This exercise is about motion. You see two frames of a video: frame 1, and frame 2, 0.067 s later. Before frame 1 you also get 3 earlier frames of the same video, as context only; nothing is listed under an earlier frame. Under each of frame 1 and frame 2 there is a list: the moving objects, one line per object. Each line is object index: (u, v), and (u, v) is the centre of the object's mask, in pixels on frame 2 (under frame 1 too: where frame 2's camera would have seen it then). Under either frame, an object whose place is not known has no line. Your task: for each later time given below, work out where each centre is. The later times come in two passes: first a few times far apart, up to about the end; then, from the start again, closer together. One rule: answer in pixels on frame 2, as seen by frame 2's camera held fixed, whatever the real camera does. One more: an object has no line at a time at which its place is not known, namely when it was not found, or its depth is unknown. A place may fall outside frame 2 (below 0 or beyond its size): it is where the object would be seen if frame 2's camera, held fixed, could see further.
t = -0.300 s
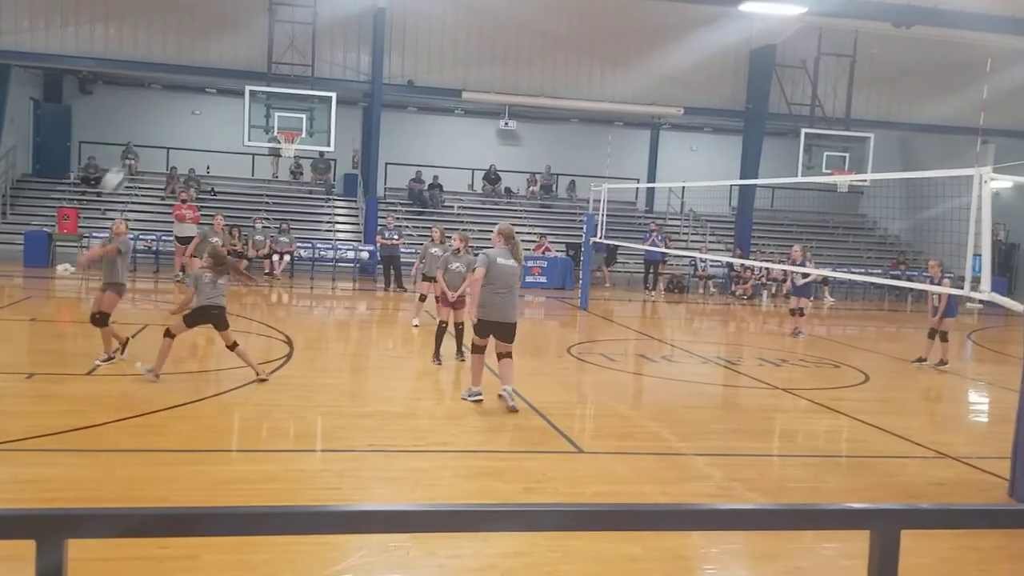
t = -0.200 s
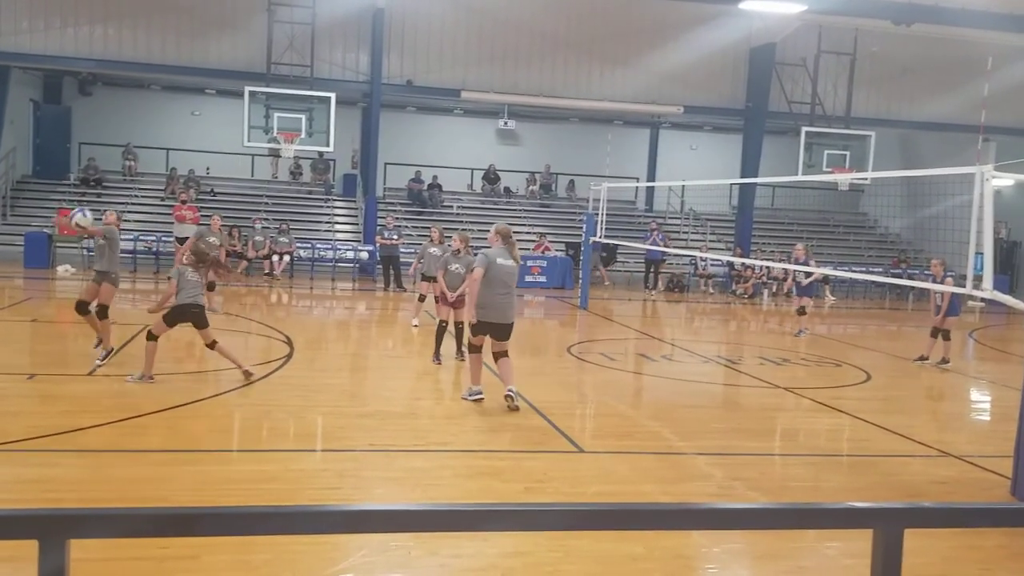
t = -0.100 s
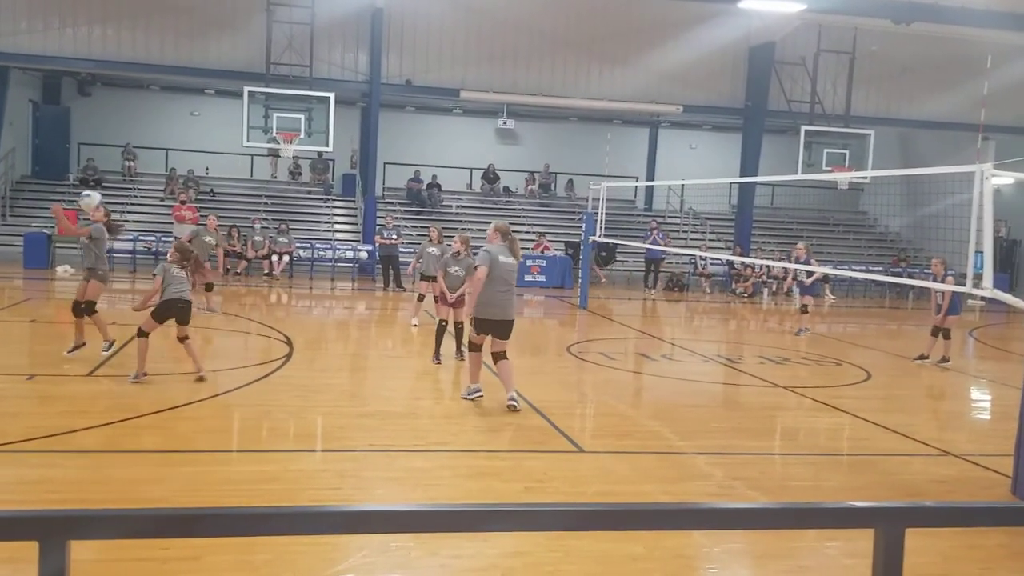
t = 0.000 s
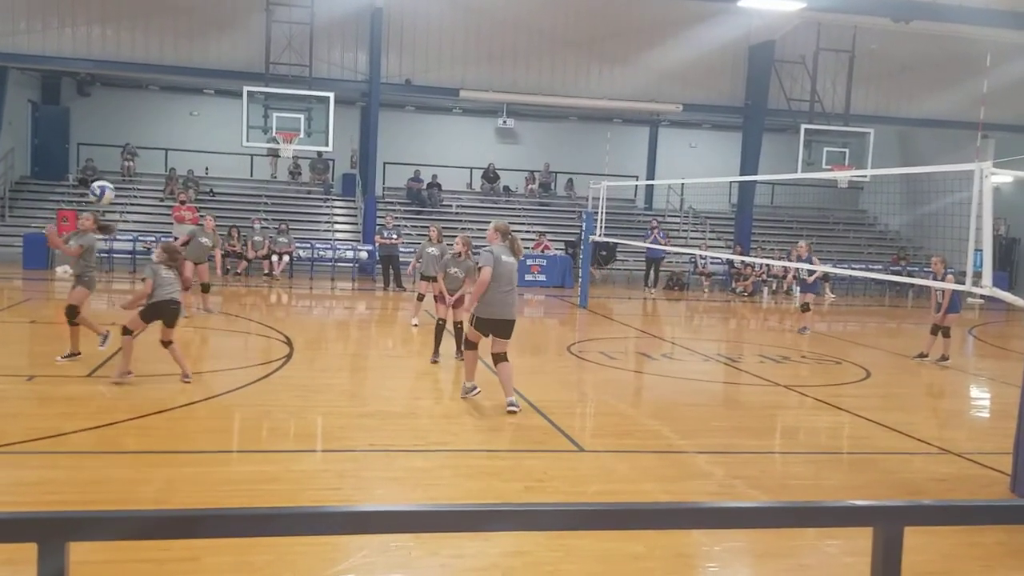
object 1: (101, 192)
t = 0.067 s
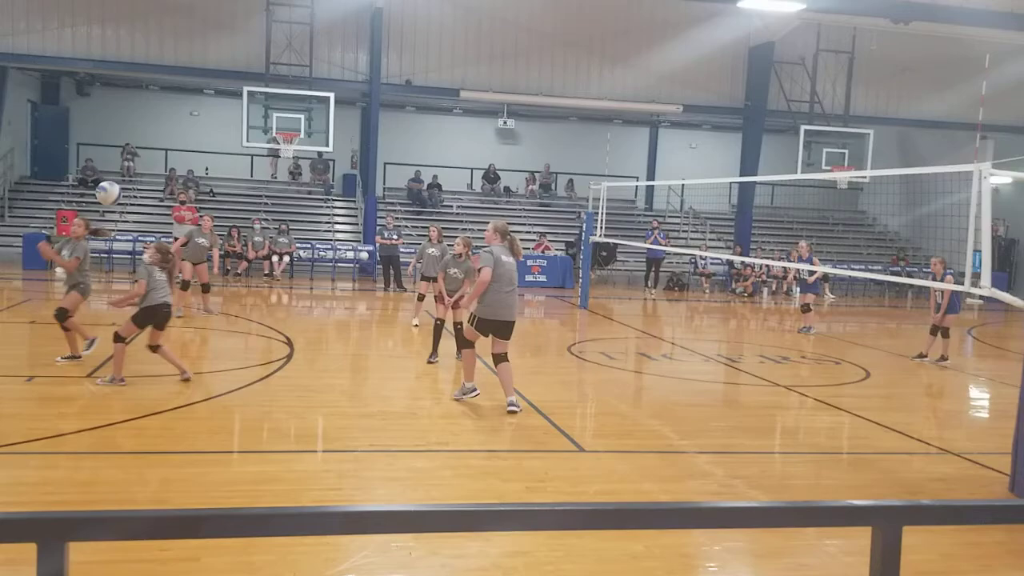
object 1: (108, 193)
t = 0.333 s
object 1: (142, 249)
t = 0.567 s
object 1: (167, 392)
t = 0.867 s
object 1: (240, 336)
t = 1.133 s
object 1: (324, 325)
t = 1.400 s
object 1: (425, 463)
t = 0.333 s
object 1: (142, 249)
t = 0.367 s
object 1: (143, 264)
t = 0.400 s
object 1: (148, 279)
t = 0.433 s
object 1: (152, 295)
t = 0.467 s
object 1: (156, 318)
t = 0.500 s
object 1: (159, 341)
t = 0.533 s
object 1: (165, 364)
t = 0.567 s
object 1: (167, 392)
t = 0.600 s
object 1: (170, 423)
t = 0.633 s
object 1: (179, 428)
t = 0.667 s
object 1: (184, 411)
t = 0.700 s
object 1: (196, 395)
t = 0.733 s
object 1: (206, 380)
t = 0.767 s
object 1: (213, 368)
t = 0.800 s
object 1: (220, 356)
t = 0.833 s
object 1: (230, 346)
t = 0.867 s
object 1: (240, 336)
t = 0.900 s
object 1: (250, 328)
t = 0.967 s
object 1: (270, 318)
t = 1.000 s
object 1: (281, 316)
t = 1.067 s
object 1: (302, 318)
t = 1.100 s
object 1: (313, 320)
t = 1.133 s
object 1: (324, 325)
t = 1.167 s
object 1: (336, 332)
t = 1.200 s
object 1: (348, 342)
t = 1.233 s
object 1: (360, 356)
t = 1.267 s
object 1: (371, 371)
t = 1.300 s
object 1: (386, 388)
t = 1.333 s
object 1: (397, 409)
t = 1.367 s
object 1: (410, 435)
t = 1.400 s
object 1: (425, 463)
